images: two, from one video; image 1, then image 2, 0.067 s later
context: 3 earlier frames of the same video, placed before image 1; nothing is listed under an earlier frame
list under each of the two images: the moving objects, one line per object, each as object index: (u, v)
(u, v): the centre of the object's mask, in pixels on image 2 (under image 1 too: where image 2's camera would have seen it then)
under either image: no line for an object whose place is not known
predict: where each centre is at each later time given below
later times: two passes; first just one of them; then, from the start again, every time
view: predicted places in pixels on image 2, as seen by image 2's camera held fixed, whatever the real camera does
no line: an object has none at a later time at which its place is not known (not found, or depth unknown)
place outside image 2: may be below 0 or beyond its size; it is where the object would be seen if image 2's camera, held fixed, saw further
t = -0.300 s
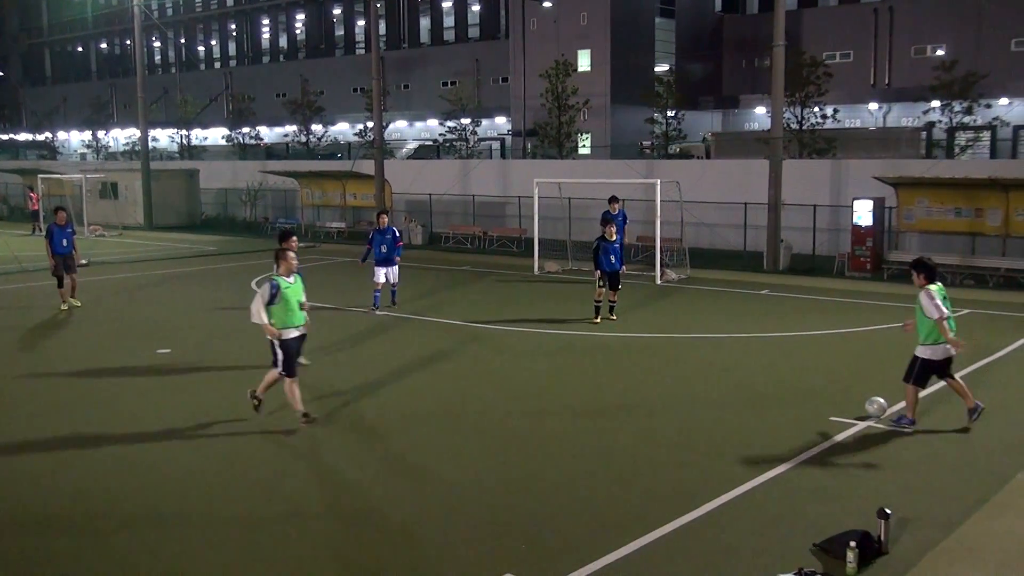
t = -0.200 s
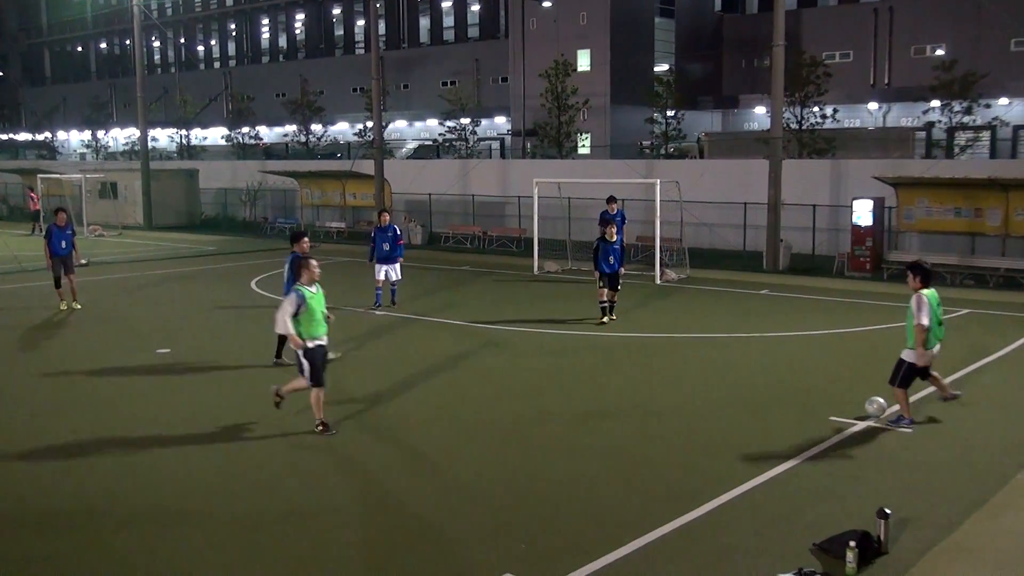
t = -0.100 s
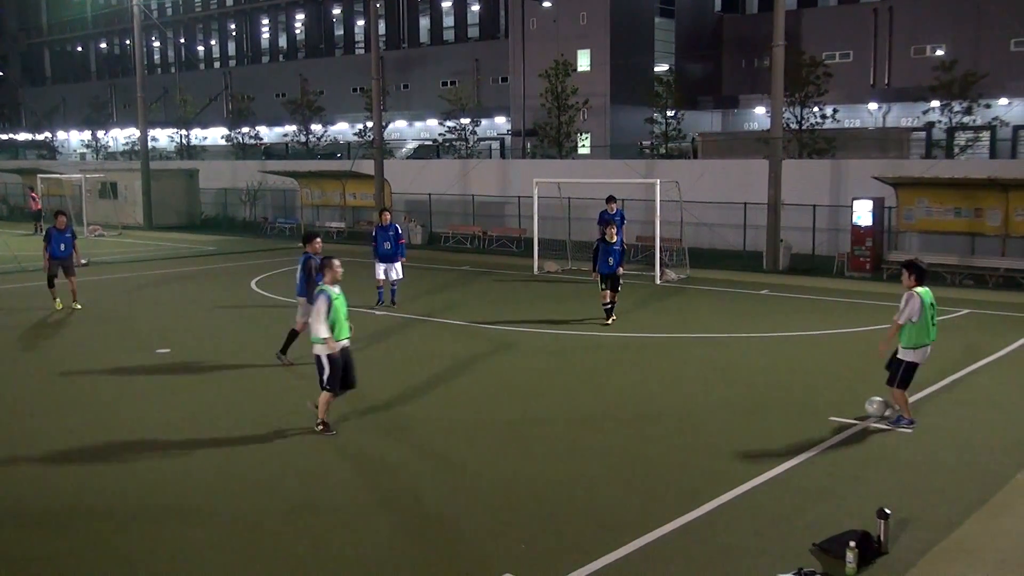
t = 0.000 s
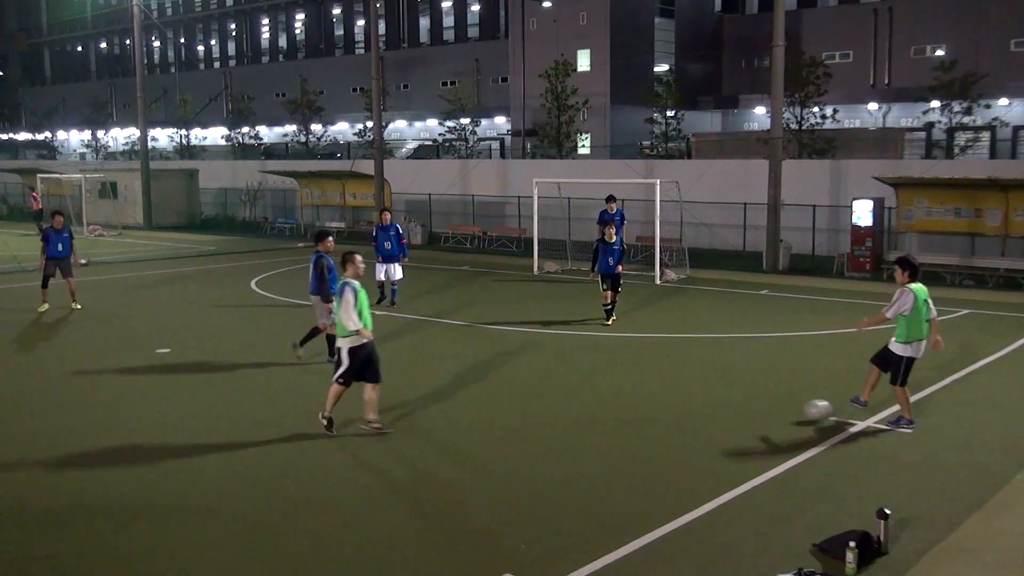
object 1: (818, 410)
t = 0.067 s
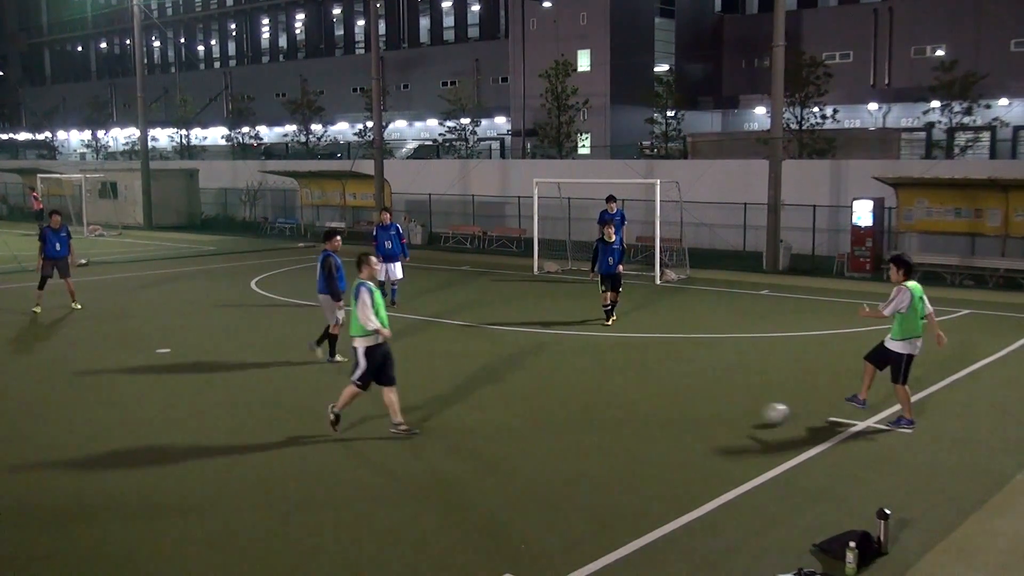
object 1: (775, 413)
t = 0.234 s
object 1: (681, 420)
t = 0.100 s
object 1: (756, 415)
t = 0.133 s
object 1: (736, 416)
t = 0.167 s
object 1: (717, 418)
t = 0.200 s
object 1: (699, 419)
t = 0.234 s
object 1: (681, 420)
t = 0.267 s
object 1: (663, 422)
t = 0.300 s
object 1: (646, 423)
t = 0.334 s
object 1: (630, 423)
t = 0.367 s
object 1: (612, 425)
